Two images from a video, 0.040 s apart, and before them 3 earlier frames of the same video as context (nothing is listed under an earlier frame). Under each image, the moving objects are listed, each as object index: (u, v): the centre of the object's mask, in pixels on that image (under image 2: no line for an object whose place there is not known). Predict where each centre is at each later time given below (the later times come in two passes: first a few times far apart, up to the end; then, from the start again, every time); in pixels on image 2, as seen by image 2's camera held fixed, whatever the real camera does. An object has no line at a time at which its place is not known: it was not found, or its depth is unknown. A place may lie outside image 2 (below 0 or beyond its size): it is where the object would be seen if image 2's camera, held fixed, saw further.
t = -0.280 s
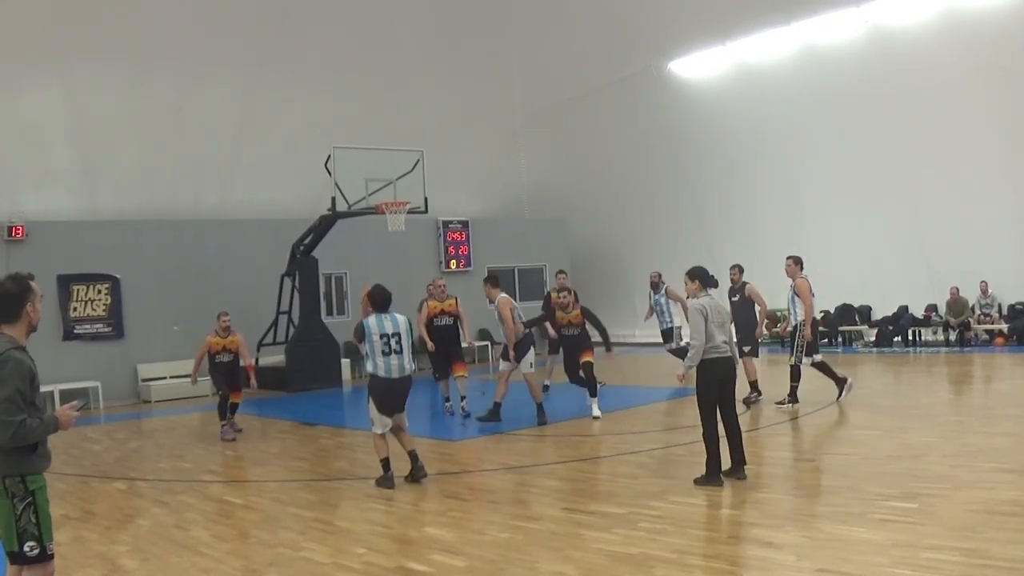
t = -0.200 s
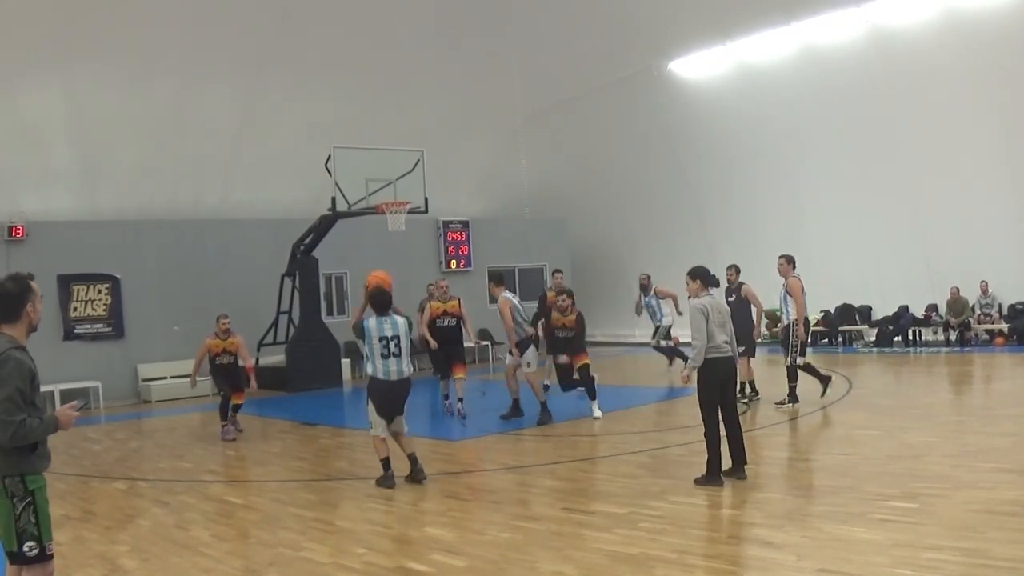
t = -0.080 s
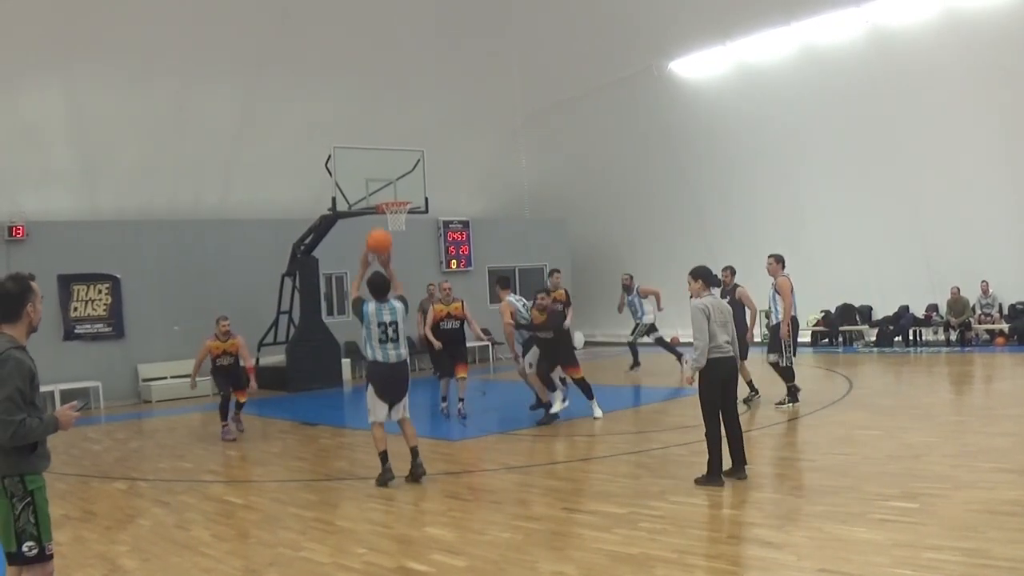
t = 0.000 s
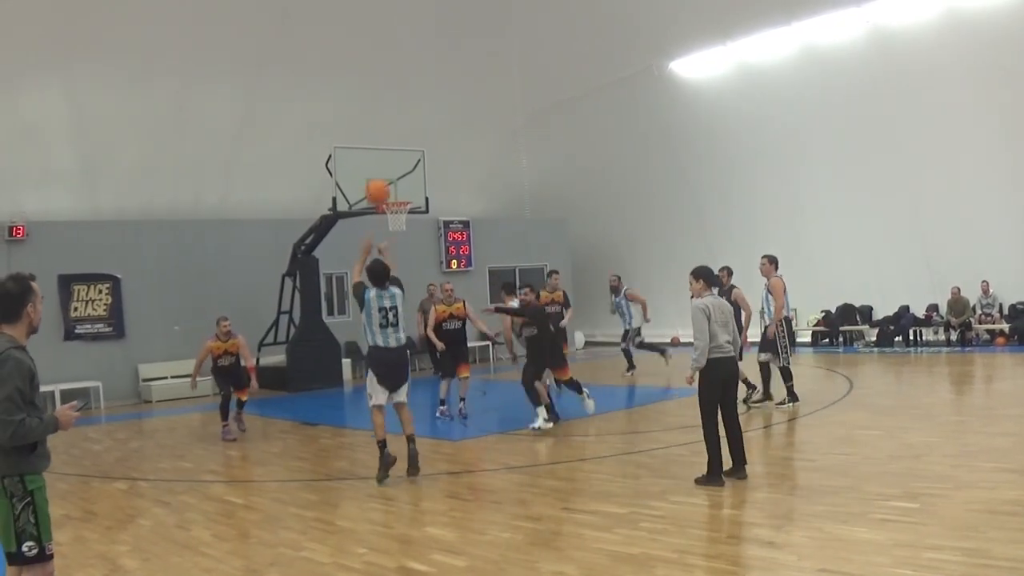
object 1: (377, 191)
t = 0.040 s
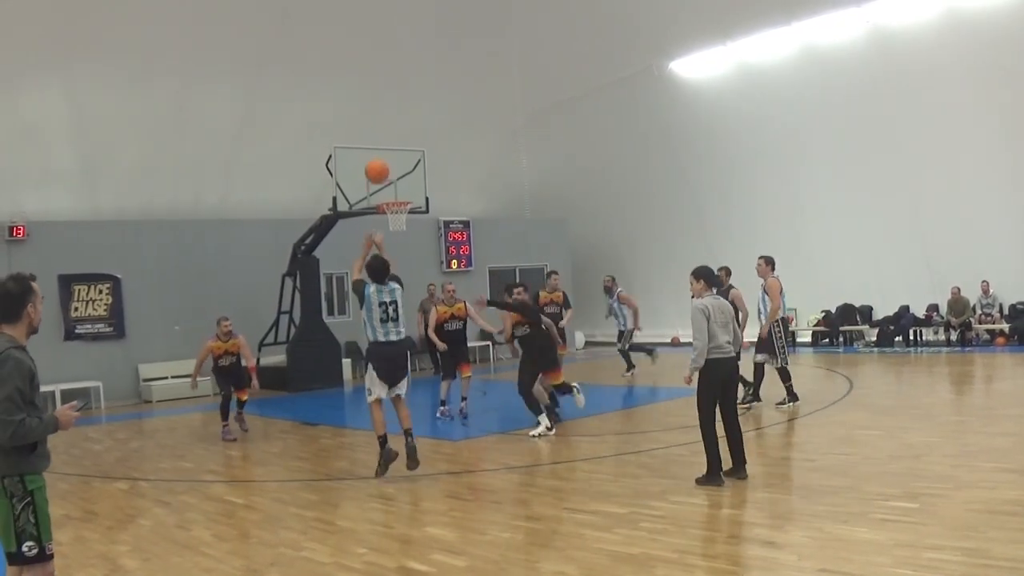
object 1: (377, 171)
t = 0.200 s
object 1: (376, 112)
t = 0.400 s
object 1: (376, 80)
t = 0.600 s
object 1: (380, 84)
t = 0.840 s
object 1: (385, 120)
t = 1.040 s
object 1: (390, 173)
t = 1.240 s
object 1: (409, 214)
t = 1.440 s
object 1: (413, 222)
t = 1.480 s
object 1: (413, 225)
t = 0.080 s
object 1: (376, 154)
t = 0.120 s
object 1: (376, 137)
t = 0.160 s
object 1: (376, 124)
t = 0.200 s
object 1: (376, 112)
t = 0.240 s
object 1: (376, 102)
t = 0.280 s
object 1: (376, 95)
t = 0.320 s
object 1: (376, 88)
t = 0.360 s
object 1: (377, 84)
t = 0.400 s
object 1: (376, 80)
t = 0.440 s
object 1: (377, 79)
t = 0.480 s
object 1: (378, 78)
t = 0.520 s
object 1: (378, 79)
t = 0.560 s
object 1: (379, 81)
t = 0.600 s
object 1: (380, 84)
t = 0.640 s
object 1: (380, 88)
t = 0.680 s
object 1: (382, 92)
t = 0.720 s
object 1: (382, 98)
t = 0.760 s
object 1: (383, 104)
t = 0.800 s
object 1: (384, 112)
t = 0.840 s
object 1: (385, 120)
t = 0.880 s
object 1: (386, 129)
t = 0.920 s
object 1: (386, 139)
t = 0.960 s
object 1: (387, 149)
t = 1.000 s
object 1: (388, 161)
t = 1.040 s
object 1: (390, 173)
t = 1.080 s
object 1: (390, 185)
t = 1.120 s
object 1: (392, 198)
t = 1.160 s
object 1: (389, 207)
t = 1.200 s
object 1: (393, 210)
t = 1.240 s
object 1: (409, 214)
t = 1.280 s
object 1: (411, 214)
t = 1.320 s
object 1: (412, 214)
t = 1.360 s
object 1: (412, 215)
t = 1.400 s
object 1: (413, 219)
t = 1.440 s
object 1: (413, 222)
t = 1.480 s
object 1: (413, 225)
